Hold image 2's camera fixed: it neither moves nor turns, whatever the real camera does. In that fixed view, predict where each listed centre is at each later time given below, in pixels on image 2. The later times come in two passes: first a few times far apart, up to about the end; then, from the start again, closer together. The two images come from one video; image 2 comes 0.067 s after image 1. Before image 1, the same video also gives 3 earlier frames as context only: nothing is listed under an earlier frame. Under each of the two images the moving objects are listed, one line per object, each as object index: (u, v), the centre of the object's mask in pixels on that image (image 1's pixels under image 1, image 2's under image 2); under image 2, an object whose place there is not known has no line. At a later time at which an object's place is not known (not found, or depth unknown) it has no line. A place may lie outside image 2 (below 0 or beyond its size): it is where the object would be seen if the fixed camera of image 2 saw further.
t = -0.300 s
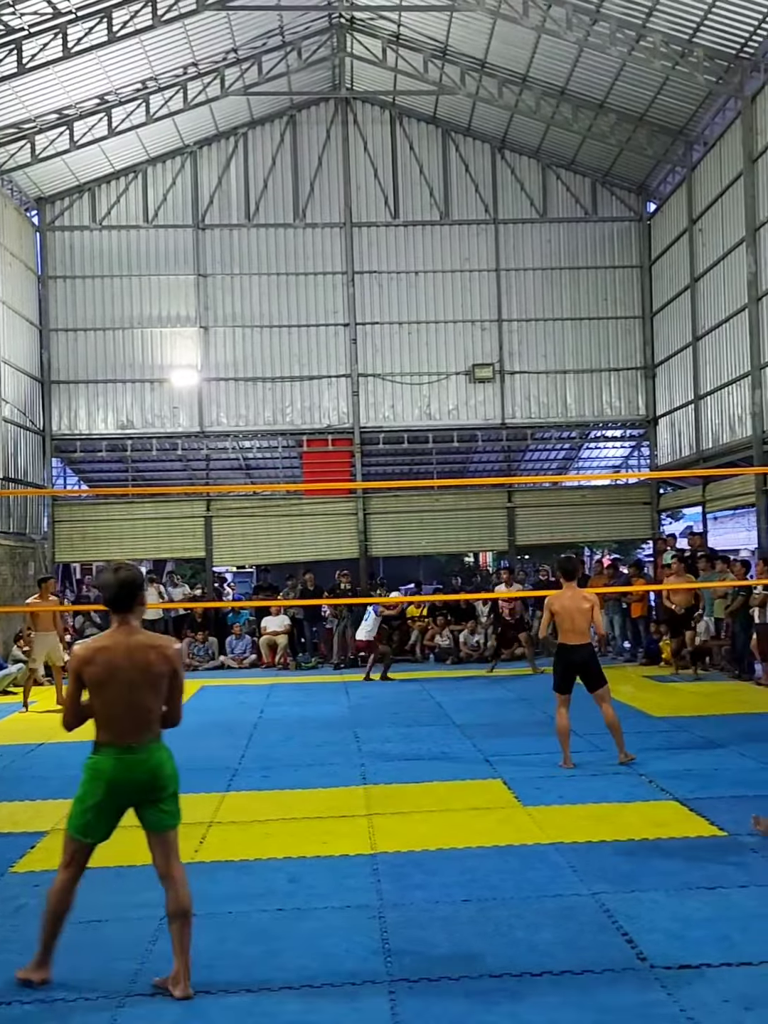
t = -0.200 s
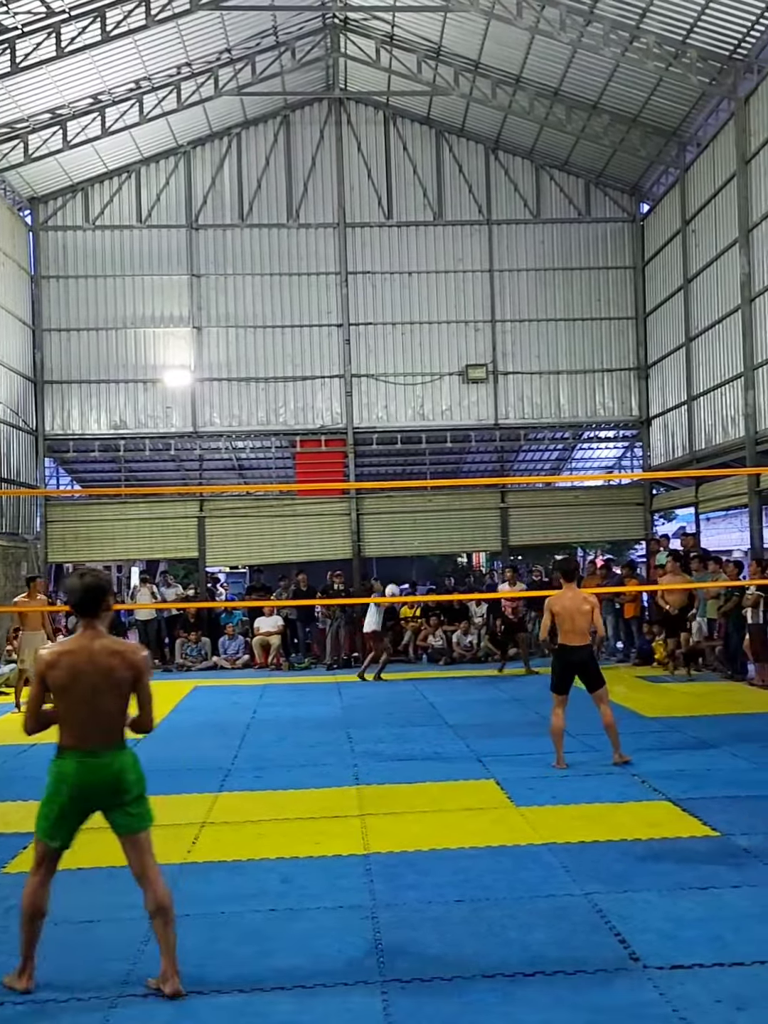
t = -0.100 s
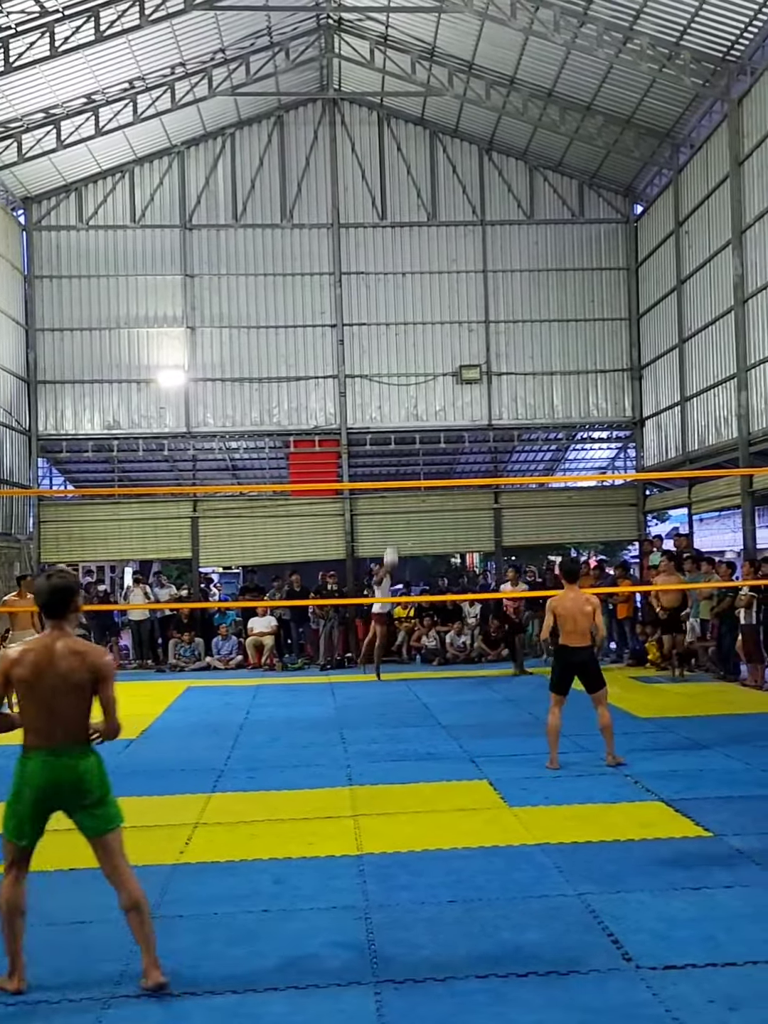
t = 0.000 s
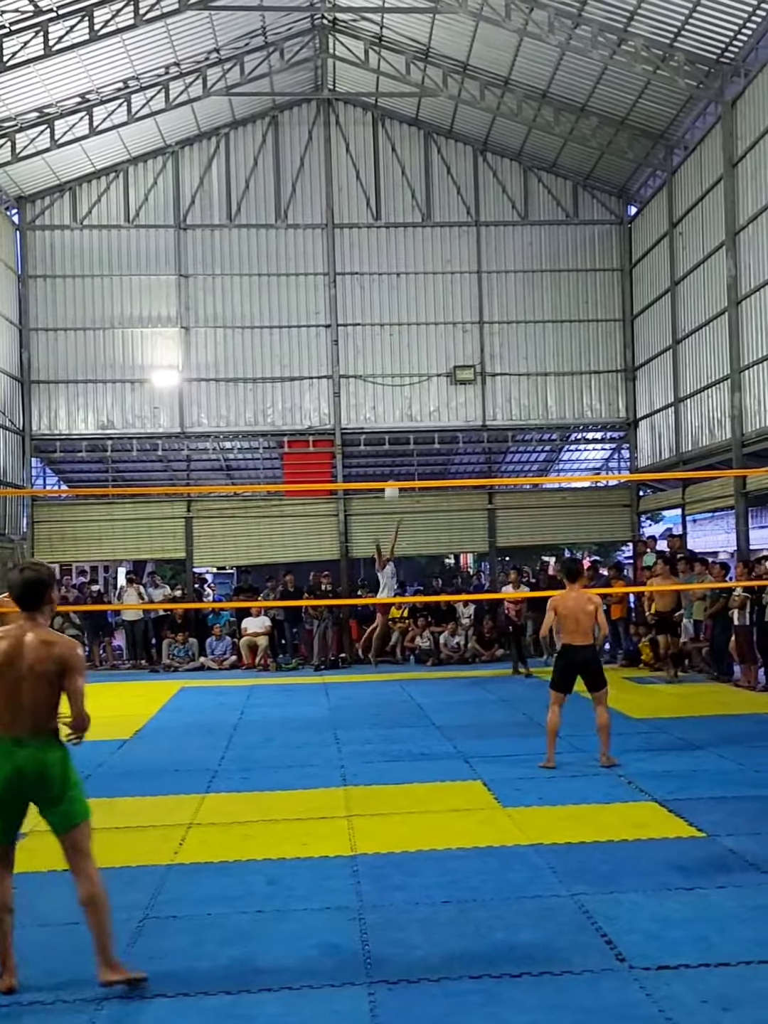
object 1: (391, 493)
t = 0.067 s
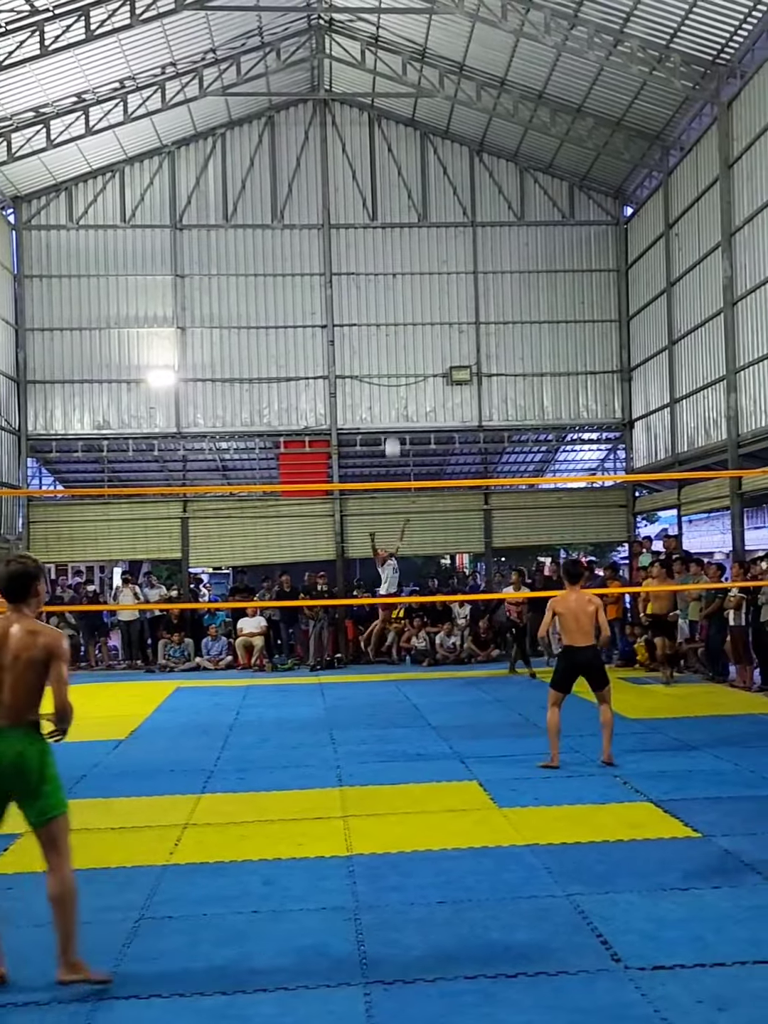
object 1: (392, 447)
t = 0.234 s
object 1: (405, 354)
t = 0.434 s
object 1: (421, 264)
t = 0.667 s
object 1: (440, 193)
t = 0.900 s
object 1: (461, 160)
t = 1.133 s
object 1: (484, 170)
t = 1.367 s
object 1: (510, 230)
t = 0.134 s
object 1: (396, 405)
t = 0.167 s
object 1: (399, 389)
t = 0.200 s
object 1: (402, 371)
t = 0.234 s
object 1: (405, 354)
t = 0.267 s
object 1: (408, 336)
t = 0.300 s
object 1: (411, 321)
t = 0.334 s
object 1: (413, 305)
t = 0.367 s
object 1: (416, 291)
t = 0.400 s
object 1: (419, 277)
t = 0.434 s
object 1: (421, 264)
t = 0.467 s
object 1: (424, 251)
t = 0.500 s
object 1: (427, 239)
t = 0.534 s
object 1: (429, 228)
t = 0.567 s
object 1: (432, 218)
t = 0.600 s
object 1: (434, 210)
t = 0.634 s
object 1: (437, 201)
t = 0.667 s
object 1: (440, 193)
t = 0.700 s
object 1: (442, 185)
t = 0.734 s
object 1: (445, 179)
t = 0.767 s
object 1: (448, 173)
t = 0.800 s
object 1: (451, 168)
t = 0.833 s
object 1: (454, 165)
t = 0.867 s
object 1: (457, 162)
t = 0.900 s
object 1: (461, 160)
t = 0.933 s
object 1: (463, 158)
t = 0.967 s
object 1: (467, 158)
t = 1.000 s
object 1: (470, 159)
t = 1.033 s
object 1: (473, 160)
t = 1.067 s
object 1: (477, 163)
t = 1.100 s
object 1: (480, 166)
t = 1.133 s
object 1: (484, 170)
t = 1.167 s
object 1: (487, 176)
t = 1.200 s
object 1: (491, 182)
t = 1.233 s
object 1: (494, 190)
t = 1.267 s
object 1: (498, 198)
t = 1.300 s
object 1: (502, 208)
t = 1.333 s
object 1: (506, 218)
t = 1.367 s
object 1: (510, 230)
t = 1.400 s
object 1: (513, 242)
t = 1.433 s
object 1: (517, 256)
